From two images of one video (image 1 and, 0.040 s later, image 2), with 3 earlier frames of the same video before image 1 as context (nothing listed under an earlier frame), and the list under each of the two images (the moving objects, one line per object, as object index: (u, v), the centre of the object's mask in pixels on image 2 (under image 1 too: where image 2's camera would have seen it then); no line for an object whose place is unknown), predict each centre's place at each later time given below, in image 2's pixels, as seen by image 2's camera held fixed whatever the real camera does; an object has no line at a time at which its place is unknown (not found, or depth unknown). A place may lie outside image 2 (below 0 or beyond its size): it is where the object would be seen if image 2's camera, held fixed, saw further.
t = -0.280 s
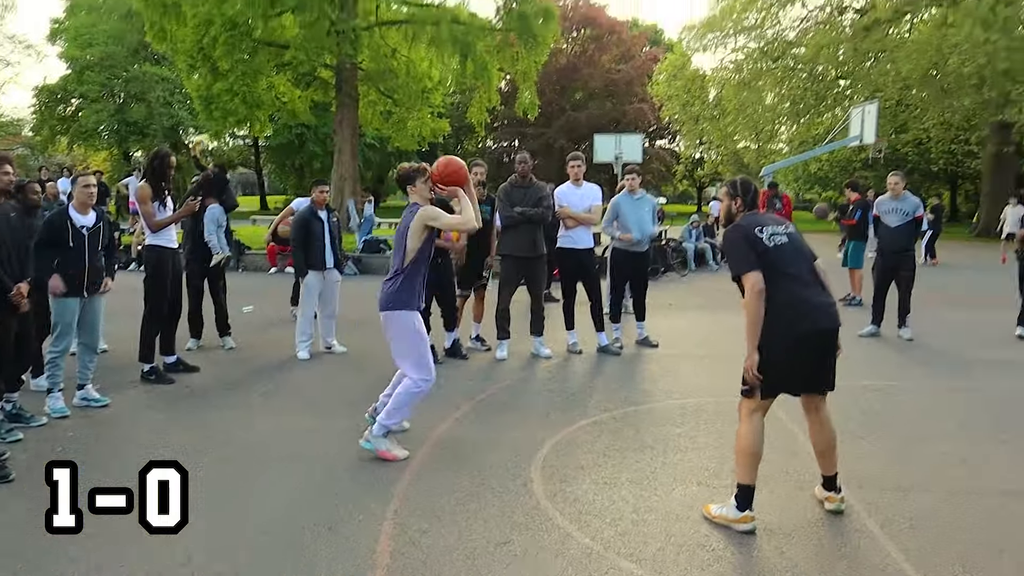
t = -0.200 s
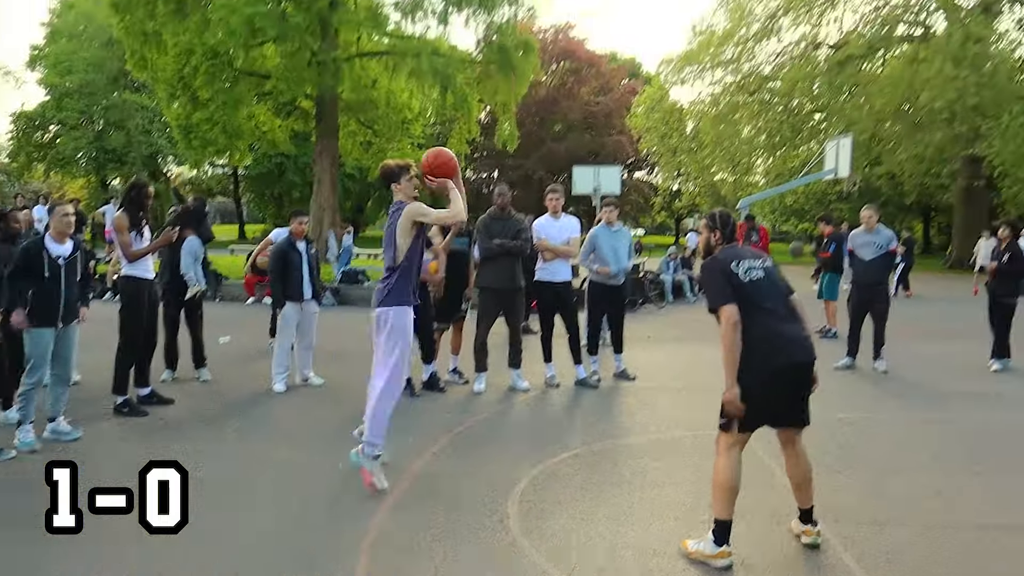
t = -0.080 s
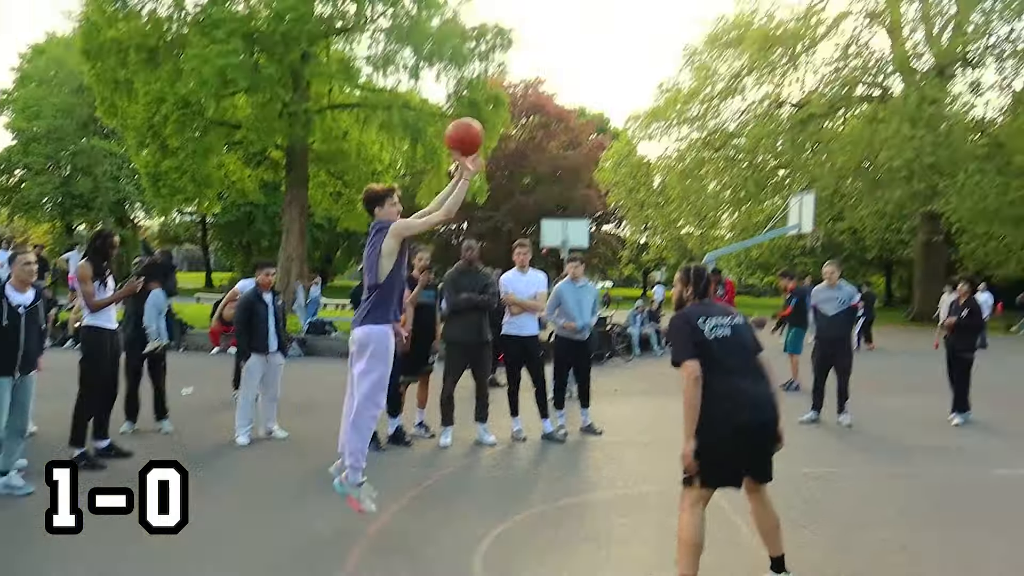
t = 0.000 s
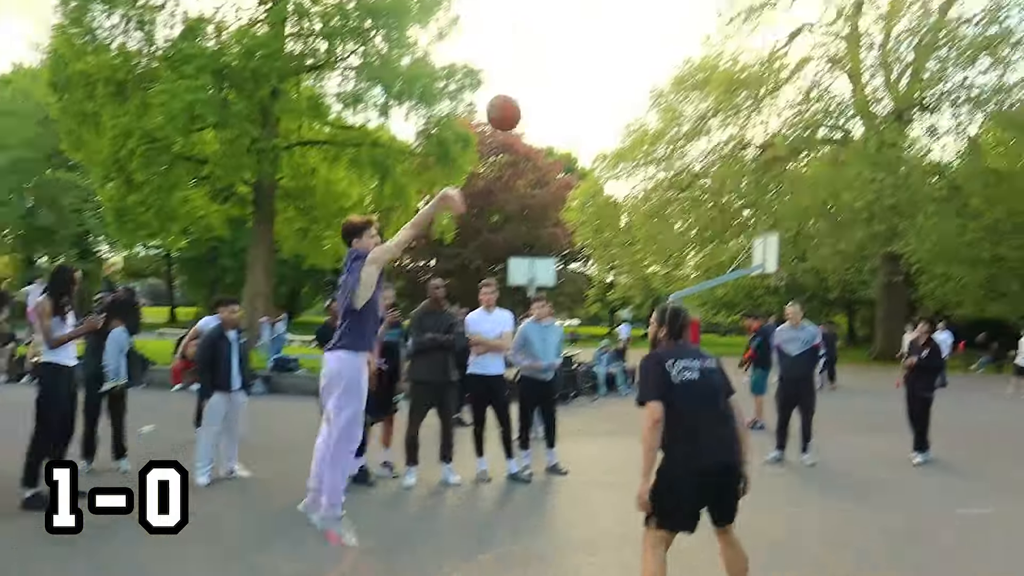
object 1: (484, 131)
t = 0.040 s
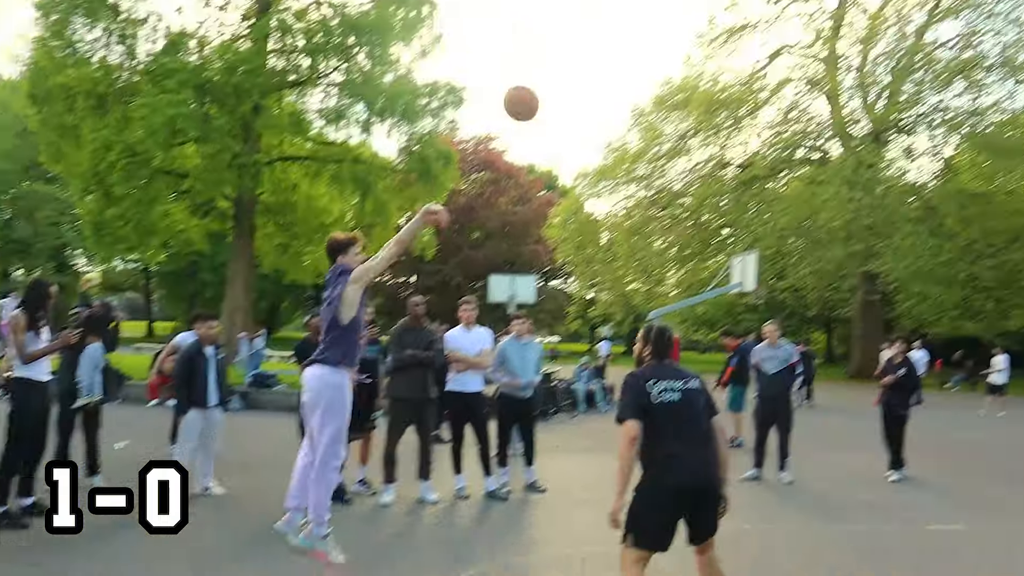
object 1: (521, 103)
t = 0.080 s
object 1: (557, 78)
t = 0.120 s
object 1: (593, 56)
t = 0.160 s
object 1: (629, 35)
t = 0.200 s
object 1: (663, 18)
